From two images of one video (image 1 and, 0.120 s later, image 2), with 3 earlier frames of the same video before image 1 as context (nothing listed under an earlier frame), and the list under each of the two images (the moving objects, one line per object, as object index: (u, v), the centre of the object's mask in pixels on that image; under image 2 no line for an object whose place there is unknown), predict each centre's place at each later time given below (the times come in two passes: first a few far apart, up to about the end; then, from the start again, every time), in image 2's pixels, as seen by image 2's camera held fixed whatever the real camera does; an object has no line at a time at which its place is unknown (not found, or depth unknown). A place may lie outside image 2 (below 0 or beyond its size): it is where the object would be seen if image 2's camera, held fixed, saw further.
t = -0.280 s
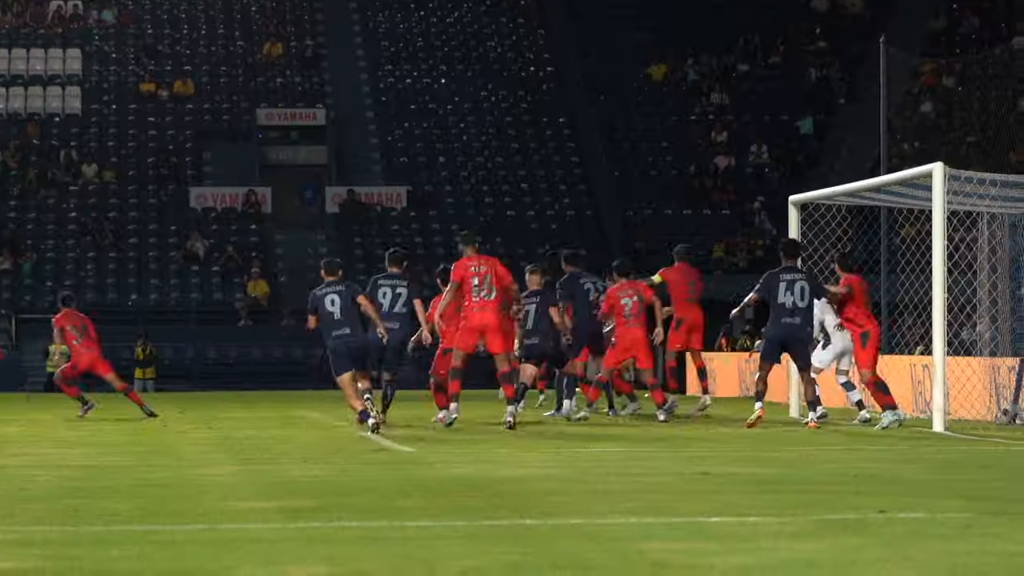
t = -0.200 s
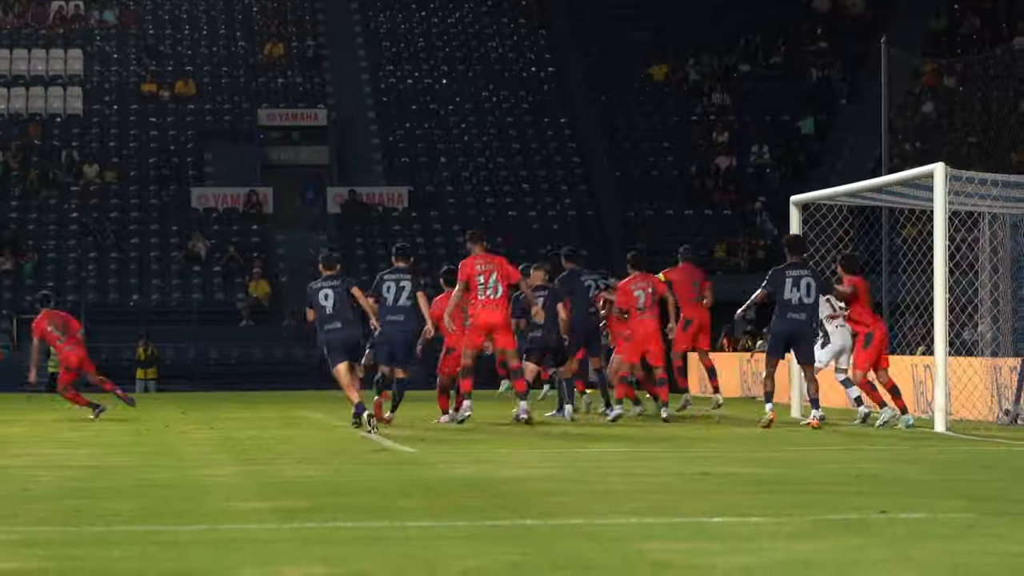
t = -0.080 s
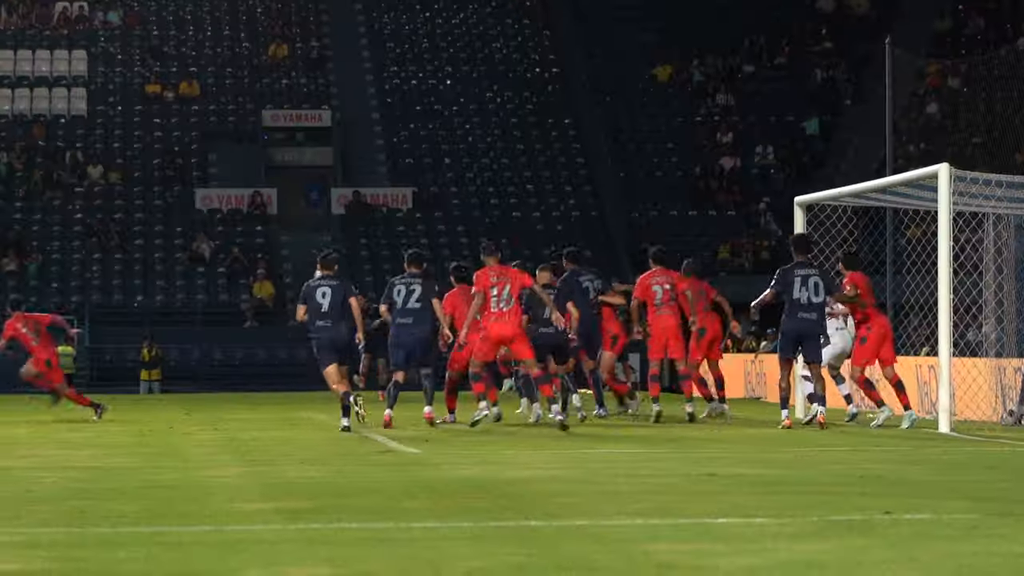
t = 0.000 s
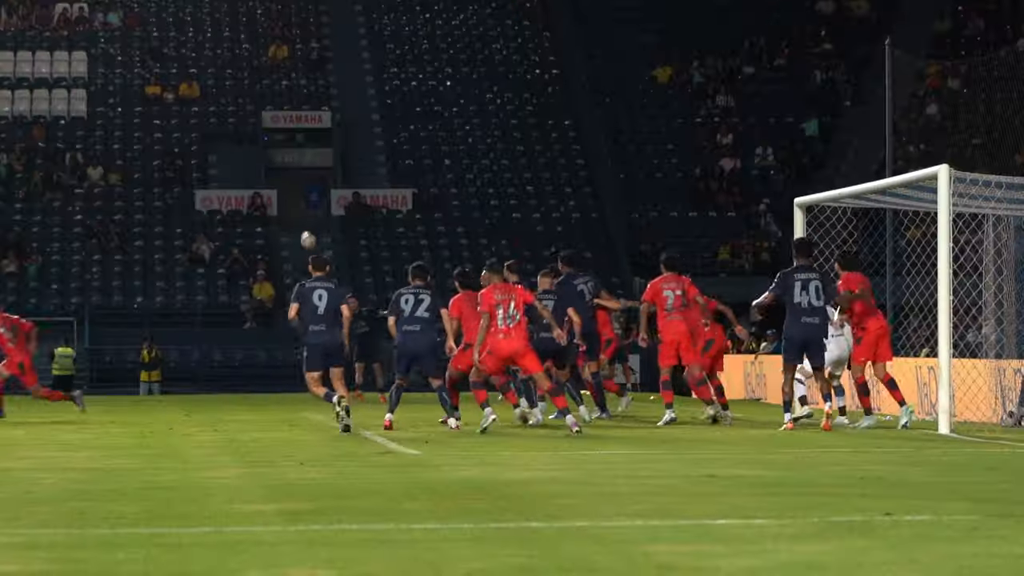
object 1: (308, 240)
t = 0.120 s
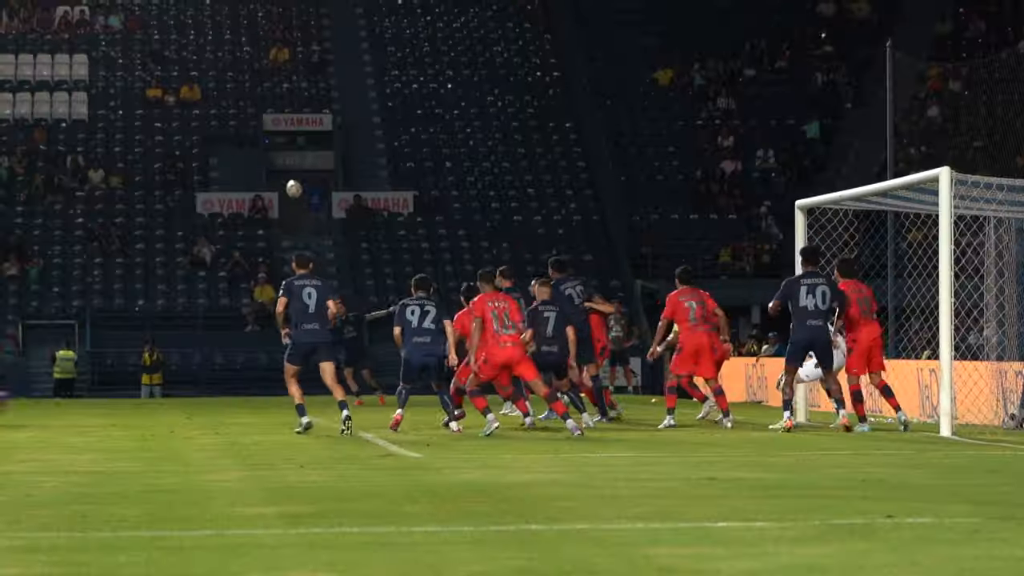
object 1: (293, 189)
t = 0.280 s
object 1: (279, 124)
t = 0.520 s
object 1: (277, 53)
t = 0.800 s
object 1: (295, 18)
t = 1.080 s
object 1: (344, 50)
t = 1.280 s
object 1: (398, 123)
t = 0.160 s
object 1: (289, 172)
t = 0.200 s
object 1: (285, 155)
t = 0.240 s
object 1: (282, 139)
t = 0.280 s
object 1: (279, 124)
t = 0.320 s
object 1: (277, 109)
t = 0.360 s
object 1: (276, 97)
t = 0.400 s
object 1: (276, 84)
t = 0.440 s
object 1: (275, 73)
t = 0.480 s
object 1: (275, 62)
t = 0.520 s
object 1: (277, 53)
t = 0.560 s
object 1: (276, 44)
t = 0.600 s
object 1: (279, 36)
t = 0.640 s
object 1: (281, 31)
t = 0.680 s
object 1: (283, 26)
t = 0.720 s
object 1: (287, 22)
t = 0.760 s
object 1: (291, 20)
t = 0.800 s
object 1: (295, 18)
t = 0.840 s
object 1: (301, 18)
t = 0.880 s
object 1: (306, 20)
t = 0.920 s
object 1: (313, 23)
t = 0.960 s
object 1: (319, 27)
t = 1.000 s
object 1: (327, 33)
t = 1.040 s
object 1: (335, 41)
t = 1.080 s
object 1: (344, 50)
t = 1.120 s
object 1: (354, 61)
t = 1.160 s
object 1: (364, 74)
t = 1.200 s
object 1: (375, 89)
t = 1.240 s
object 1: (386, 105)
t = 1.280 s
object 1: (398, 123)
